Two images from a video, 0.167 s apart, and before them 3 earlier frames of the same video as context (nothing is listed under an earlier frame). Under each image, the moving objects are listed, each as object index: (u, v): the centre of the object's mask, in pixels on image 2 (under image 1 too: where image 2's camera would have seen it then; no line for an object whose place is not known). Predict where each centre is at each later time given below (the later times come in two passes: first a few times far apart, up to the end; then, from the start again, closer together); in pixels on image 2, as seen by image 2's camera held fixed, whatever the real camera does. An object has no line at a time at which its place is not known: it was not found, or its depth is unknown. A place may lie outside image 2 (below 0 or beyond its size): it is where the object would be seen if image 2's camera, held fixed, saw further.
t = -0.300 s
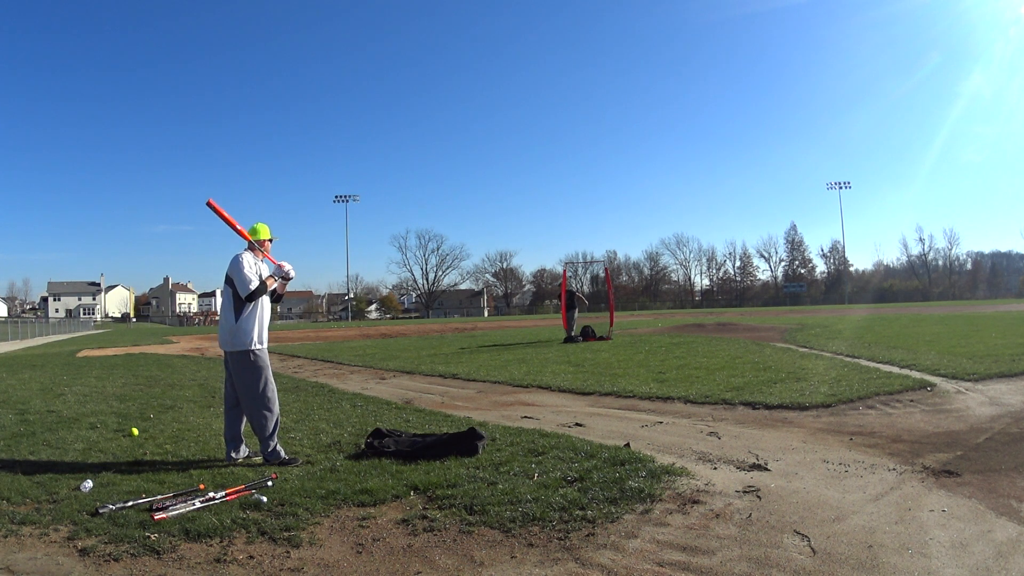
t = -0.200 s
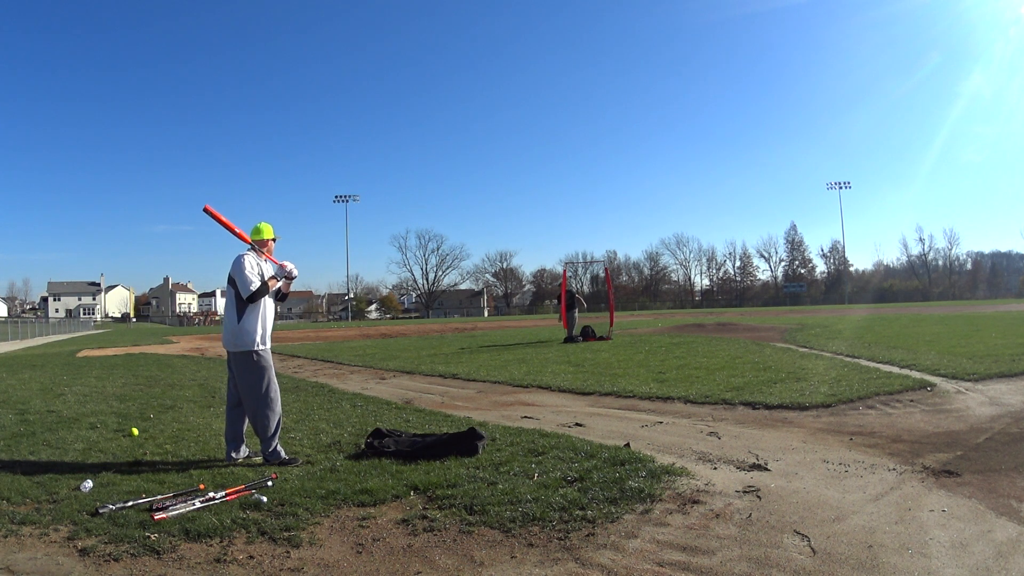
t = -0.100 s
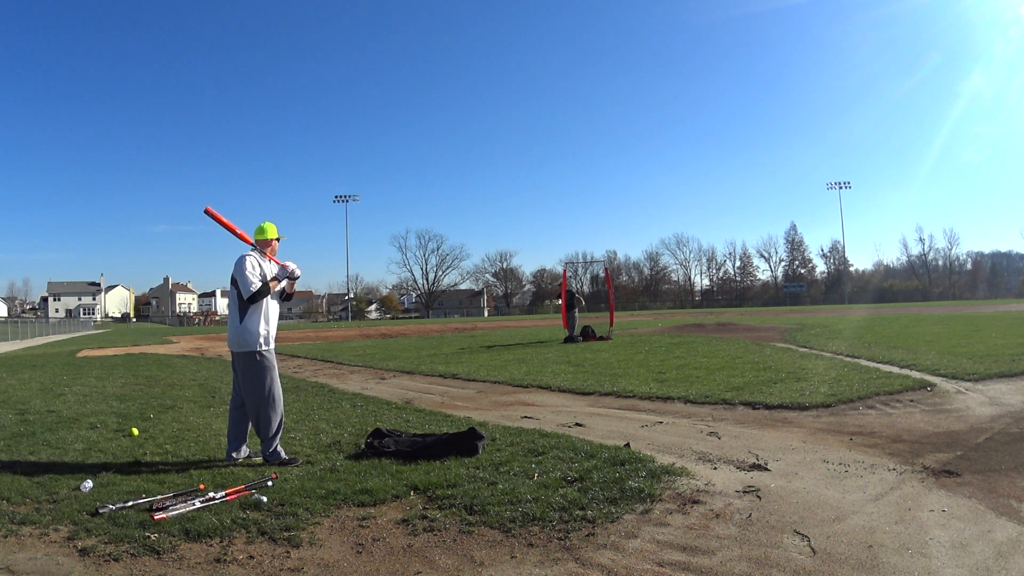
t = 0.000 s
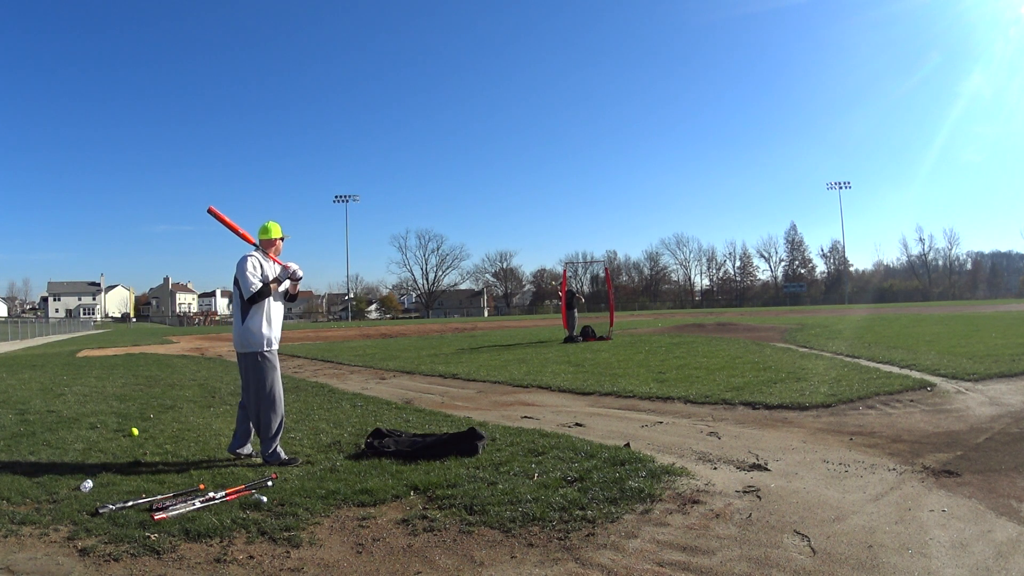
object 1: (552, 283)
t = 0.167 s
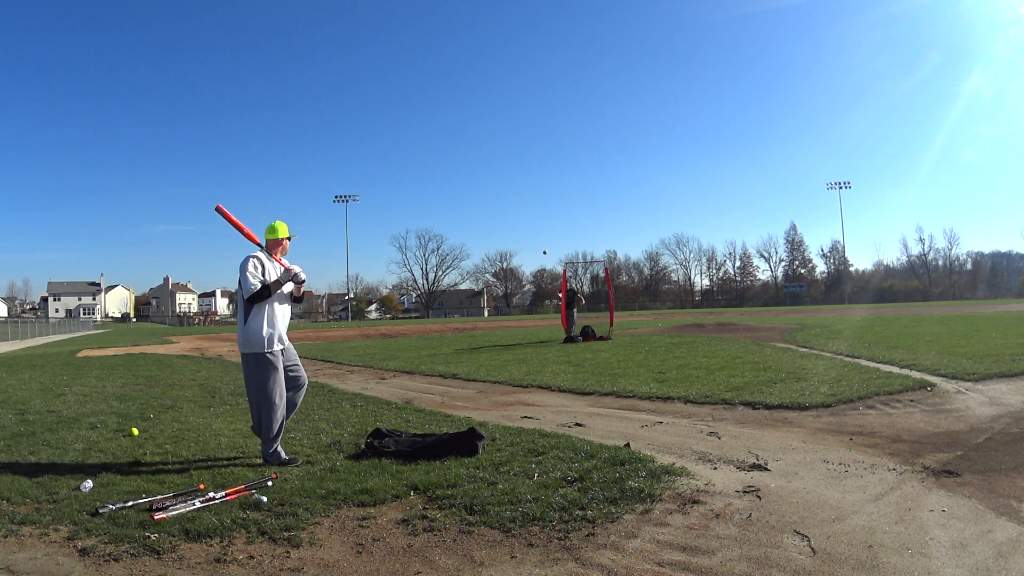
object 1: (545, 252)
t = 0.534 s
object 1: (523, 208)
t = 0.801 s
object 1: (497, 218)
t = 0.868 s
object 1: (487, 231)
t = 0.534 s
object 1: (523, 208)
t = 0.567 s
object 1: (521, 207)
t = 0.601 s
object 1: (518, 206)
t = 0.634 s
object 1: (515, 206)
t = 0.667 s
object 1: (511, 206)
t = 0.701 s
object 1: (508, 208)
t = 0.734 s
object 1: (505, 210)
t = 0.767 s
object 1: (501, 213)
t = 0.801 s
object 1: (497, 218)
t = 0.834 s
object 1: (492, 223)
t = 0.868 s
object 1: (487, 231)
